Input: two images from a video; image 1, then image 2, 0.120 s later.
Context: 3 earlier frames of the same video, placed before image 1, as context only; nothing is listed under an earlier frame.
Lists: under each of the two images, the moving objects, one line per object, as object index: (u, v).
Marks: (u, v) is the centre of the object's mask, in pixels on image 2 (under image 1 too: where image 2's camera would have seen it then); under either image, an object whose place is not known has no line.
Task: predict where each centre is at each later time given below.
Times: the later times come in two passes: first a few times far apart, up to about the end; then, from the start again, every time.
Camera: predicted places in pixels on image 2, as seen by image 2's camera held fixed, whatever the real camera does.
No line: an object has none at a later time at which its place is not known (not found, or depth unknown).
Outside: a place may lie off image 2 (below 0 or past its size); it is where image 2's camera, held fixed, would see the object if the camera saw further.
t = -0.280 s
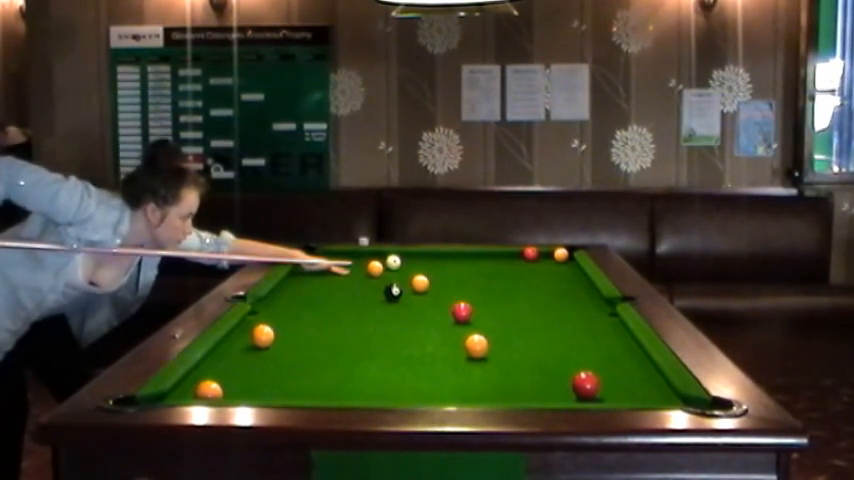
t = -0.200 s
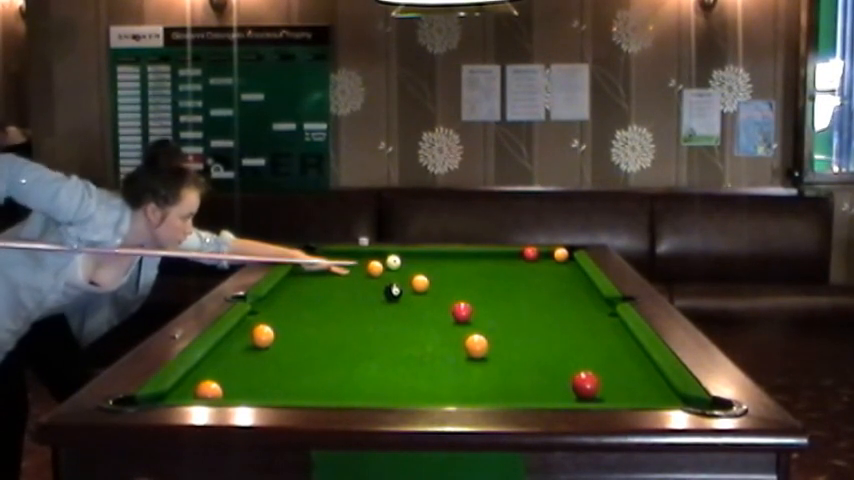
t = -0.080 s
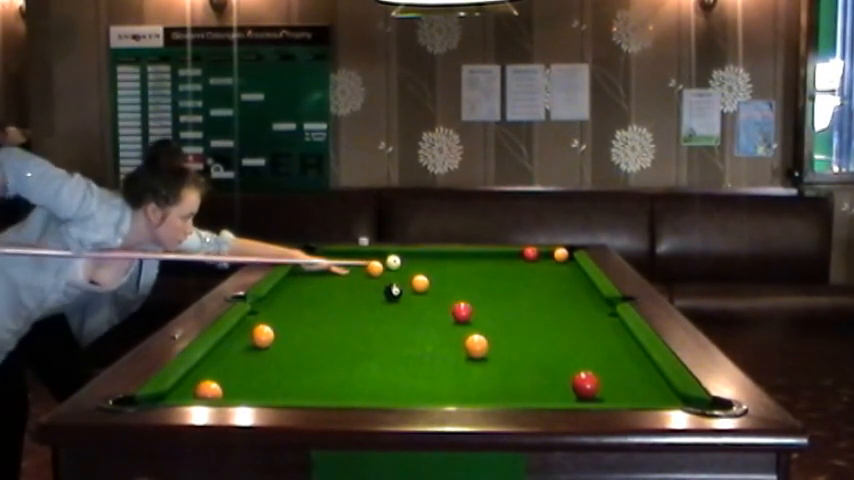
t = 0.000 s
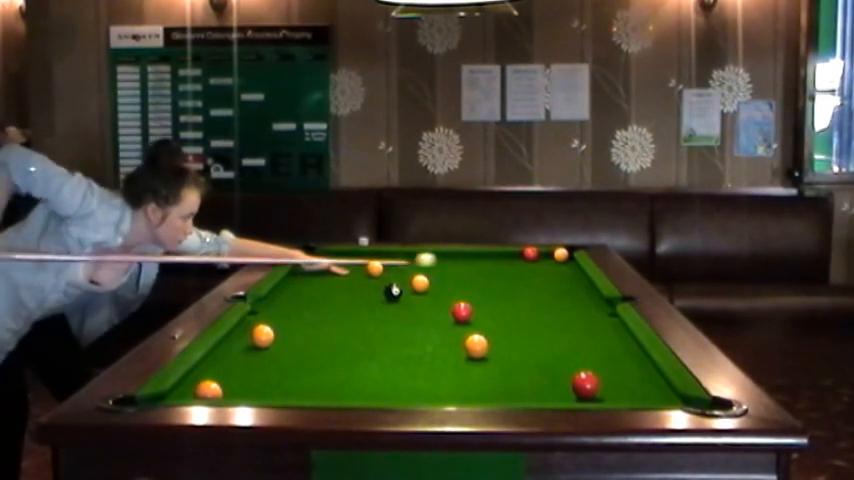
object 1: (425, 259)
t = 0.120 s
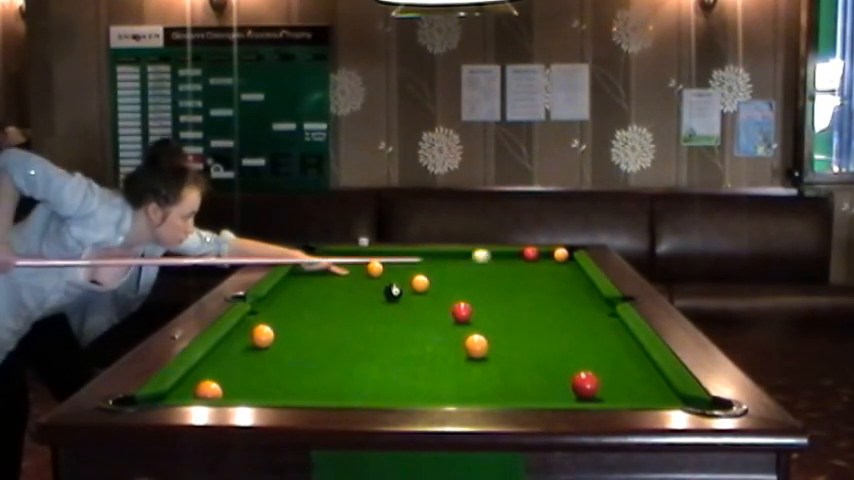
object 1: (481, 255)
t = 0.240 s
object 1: (515, 253)
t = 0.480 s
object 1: (535, 256)
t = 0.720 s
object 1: (531, 258)
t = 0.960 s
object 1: (525, 260)
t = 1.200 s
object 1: (519, 262)
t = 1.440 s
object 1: (514, 263)
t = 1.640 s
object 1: (511, 264)
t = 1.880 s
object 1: (508, 266)
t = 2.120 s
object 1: (506, 266)
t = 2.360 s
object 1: (504, 267)
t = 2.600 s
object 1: (503, 267)
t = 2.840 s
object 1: (502, 267)
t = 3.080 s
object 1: (502, 267)
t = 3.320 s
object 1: (501, 267)
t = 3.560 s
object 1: (501, 268)
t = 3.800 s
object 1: (501, 268)
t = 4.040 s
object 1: (501, 267)
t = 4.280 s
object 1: (501, 267)
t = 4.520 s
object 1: (501, 267)
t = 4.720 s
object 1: (501, 267)
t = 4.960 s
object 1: (501, 267)
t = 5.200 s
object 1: (501, 267)
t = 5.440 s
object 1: (500, 267)
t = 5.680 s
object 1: (500, 267)
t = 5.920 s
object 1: (500, 267)
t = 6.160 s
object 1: (501, 267)
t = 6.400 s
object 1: (501, 267)
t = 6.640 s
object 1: (501, 267)
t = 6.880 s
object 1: (501, 268)
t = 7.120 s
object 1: (501, 268)
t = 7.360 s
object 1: (501, 268)
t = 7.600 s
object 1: (501, 268)
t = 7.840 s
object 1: (501, 268)
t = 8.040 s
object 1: (501, 268)
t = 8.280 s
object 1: (501, 268)
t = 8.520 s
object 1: (501, 268)
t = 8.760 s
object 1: (501, 268)
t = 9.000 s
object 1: (501, 268)
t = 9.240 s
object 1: (501, 267)
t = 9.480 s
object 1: (501, 268)
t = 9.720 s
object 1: (501, 268)
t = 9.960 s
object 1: (501, 268)
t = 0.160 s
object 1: (496, 255)
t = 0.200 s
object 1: (511, 254)
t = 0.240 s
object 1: (515, 253)
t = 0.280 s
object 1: (516, 253)
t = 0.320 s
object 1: (519, 253)
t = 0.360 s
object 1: (523, 254)
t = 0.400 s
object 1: (526, 255)
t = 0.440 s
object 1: (531, 255)
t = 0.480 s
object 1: (535, 256)
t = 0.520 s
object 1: (538, 257)
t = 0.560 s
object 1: (536, 257)
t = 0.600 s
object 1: (535, 257)
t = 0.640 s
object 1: (533, 258)
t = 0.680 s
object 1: (532, 258)
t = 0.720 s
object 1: (531, 258)
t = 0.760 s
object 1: (530, 259)
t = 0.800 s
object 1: (529, 259)
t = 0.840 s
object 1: (528, 260)
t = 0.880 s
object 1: (527, 260)
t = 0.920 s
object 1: (526, 260)
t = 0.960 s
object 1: (525, 260)
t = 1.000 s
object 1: (523, 261)
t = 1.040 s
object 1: (523, 261)
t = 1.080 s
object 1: (522, 261)
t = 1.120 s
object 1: (521, 261)
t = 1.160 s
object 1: (520, 262)
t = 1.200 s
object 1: (519, 262)
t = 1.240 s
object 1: (518, 262)
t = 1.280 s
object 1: (517, 263)
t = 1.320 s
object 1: (517, 263)
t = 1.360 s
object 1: (516, 263)
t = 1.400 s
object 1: (515, 263)
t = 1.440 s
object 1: (514, 263)
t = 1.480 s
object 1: (514, 264)
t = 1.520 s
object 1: (513, 264)
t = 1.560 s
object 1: (512, 264)
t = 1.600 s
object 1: (512, 264)
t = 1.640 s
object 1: (511, 264)
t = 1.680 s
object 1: (510, 265)
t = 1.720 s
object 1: (510, 265)
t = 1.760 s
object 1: (509, 265)
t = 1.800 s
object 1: (509, 265)
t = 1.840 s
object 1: (508, 266)
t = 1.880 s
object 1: (508, 266)
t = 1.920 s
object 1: (507, 266)
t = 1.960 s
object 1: (507, 266)
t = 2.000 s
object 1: (507, 266)
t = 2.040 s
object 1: (506, 266)
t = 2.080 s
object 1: (506, 266)
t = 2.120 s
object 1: (506, 266)
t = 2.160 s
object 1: (506, 266)
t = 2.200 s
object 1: (505, 267)
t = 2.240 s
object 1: (505, 267)
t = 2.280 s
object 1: (505, 267)
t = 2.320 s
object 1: (504, 267)
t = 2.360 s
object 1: (504, 267)
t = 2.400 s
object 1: (504, 267)
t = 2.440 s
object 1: (503, 267)
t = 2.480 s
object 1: (503, 267)
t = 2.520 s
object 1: (503, 267)
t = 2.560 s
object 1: (503, 267)
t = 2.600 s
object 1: (503, 267)
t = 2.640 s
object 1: (503, 267)
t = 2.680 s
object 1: (502, 267)
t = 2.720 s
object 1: (502, 267)
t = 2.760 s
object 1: (502, 268)
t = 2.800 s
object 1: (502, 267)
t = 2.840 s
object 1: (502, 267)
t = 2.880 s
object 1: (502, 267)
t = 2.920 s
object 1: (502, 268)
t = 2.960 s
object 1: (502, 267)
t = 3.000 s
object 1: (502, 267)
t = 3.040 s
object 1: (502, 267)
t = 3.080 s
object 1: (502, 267)
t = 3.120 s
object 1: (502, 267)
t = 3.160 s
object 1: (502, 267)
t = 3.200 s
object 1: (502, 267)
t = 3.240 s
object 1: (501, 267)
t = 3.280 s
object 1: (501, 267)
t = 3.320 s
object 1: (501, 267)
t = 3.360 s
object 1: (501, 267)
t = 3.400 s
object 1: (501, 267)
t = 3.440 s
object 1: (501, 267)
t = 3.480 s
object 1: (501, 268)
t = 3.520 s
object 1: (501, 268)
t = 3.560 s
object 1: (501, 268)
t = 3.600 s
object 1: (501, 268)
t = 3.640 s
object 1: (501, 268)
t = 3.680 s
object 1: (501, 268)
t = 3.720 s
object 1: (501, 268)
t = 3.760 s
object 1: (501, 268)
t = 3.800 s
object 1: (501, 268)
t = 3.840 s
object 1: (501, 268)
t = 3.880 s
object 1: (501, 268)
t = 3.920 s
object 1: (501, 267)
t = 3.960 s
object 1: (501, 267)
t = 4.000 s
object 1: (501, 267)
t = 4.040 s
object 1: (501, 267)
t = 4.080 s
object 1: (501, 267)
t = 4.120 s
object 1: (501, 267)
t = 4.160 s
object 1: (501, 267)
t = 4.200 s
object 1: (501, 267)
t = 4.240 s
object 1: (501, 267)
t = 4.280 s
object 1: (501, 267)
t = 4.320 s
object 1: (501, 267)
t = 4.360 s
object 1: (501, 267)
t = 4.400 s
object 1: (501, 267)
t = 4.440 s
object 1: (501, 267)
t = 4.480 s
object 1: (501, 267)
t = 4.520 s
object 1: (501, 267)
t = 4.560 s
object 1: (501, 267)
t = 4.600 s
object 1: (501, 267)
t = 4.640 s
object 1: (501, 267)
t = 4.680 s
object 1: (501, 267)
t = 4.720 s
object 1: (501, 267)
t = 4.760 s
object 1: (501, 267)
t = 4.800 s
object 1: (501, 267)
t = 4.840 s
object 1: (501, 267)
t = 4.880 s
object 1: (501, 267)
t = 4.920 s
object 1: (501, 267)
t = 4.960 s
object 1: (501, 267)
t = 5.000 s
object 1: (501, 267)
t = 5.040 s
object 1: (501, 267)
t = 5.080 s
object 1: (501, 267)
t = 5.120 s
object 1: (501, 267)
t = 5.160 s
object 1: (501, 267)
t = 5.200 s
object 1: (501, 267)
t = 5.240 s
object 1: (501, 267)
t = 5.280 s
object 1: (501, 267)
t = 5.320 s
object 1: (501, 267)
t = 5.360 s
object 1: (500, 267)
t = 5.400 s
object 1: (500, 267)
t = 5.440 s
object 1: (500, 267)
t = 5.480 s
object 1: (500, 267)
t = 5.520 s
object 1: (500, 267)
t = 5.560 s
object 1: (500, 267)
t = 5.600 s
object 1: (500, 267)
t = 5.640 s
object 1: (500, 267)
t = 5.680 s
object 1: (500, 267)
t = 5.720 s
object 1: (500, 267)
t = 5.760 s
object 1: (500, 267)
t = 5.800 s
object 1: (500, 267)
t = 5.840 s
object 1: (500, 267)
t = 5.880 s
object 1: (500, 267)
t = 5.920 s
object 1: (500, 267)
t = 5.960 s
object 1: (500, 267)
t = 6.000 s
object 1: (500, 267)
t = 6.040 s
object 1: (500, 267)
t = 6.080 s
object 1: (500, 267)
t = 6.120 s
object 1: (501, 267)
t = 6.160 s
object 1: (501, 267)
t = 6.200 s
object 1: (501, 267)
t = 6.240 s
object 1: (501, 267)
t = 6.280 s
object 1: (501, 267)
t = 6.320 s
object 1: (501, 267)
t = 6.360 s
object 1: (501, 267)
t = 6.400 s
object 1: (501, 267)
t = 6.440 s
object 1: (501, 267)
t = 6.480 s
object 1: (501, 267)
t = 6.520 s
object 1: (501, 267)
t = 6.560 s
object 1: (501, 267)
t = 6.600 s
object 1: (501, 267)
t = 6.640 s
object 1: (501, 267)
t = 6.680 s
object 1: (501, 267)
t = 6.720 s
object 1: (501, 267)
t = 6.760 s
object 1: (501, 267)
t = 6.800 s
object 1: (501, 267)
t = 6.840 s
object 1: (501, 268)
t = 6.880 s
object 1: (501, 268)
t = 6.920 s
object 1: (501, 268)
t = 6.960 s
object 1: (501, 268)
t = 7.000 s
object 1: (501, 268)
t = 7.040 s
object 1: (501, 268)
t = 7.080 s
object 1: (501, 268)
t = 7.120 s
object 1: (501, 268)
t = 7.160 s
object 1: (501, 268)
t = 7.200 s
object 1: (501, 268)
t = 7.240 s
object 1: (501, 268)
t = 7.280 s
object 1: (501, 268)
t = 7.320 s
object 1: (501, 268)
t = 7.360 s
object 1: (501, 268)
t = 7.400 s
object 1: (501, 268)
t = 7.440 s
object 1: (501, 268)
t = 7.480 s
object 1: (501, 268)
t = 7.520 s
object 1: (501, 268)
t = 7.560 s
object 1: (501, 268)
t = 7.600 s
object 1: (501, 268)
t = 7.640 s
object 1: (501, 268)
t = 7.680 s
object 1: (501, 268)
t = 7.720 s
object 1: (501, 268)
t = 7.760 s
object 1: (501, 268)
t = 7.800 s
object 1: (501, 268)
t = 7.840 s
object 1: (501, 268)
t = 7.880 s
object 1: (501, 268)
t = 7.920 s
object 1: (501, 268)
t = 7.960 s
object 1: (501, 268)
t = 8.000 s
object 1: (501, 268)
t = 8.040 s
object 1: (501, 268)
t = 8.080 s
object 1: (501, 268)
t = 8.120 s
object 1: (501, 268)
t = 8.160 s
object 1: (501, 268)
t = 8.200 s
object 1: (501, 268)
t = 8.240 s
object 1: (501, 268)
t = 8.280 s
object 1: (501, 268)
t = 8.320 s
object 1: (501, 268)
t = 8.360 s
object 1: (501, 268)
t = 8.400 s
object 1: (501, 268)
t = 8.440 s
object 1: (501, 268)
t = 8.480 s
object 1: (501, 268)
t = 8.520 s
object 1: (501, 268)
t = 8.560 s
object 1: (501, 267)
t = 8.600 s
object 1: (501, 267)
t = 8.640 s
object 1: (501, 267)
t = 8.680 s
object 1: (501, 267)
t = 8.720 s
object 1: (501, 268)
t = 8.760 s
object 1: (501, 268)
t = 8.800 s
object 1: (501, 267)
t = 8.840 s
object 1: (501, 267)
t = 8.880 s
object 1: (501, 267)
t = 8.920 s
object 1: (501, 267)
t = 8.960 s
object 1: (501, 267)
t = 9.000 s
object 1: (501, 268)
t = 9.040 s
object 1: (501, 267)
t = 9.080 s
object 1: (501, 267)
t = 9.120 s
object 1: (501, 268)
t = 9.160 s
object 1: (501, 267)
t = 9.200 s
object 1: (501, 267)
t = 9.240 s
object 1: (501, 267)
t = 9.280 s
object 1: (501, 267)
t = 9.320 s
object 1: (501, 267)
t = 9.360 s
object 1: (501, 267)
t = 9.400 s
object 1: (501, 267)
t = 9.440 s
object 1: (501, 267)
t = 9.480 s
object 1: (501, 268)
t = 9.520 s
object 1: (501, 268)
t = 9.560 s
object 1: (501, 267)
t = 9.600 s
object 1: (501, 267)
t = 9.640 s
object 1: (501, 268)
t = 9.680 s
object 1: (501, 268)
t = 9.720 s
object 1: (501, 268)
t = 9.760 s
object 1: (501, 268)
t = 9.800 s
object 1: (501, 268)
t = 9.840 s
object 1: (501, 268)
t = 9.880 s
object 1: (501, 268)
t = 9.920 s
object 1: (501, 268)
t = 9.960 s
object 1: (501, 268)
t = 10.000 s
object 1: (501, 268)
